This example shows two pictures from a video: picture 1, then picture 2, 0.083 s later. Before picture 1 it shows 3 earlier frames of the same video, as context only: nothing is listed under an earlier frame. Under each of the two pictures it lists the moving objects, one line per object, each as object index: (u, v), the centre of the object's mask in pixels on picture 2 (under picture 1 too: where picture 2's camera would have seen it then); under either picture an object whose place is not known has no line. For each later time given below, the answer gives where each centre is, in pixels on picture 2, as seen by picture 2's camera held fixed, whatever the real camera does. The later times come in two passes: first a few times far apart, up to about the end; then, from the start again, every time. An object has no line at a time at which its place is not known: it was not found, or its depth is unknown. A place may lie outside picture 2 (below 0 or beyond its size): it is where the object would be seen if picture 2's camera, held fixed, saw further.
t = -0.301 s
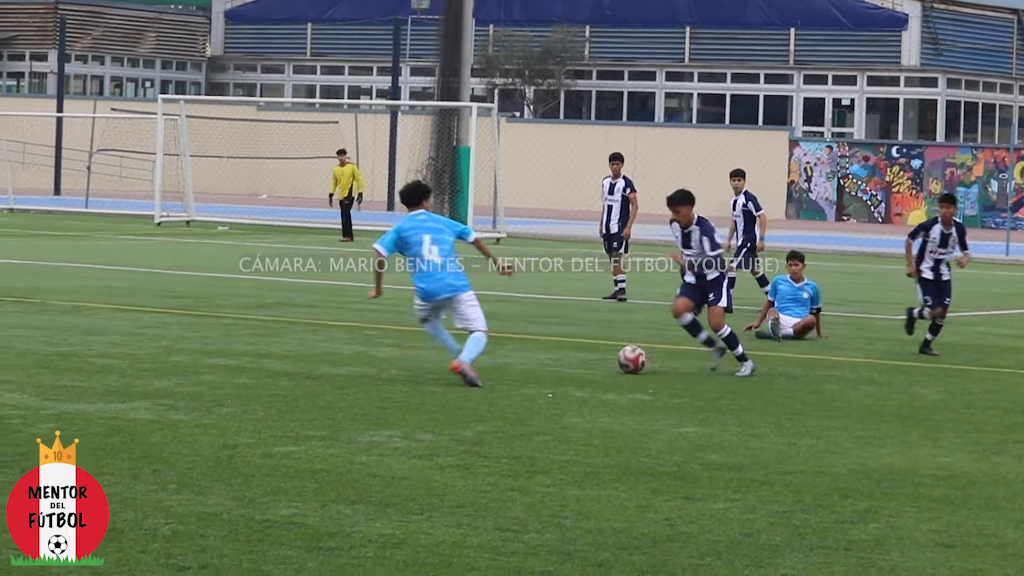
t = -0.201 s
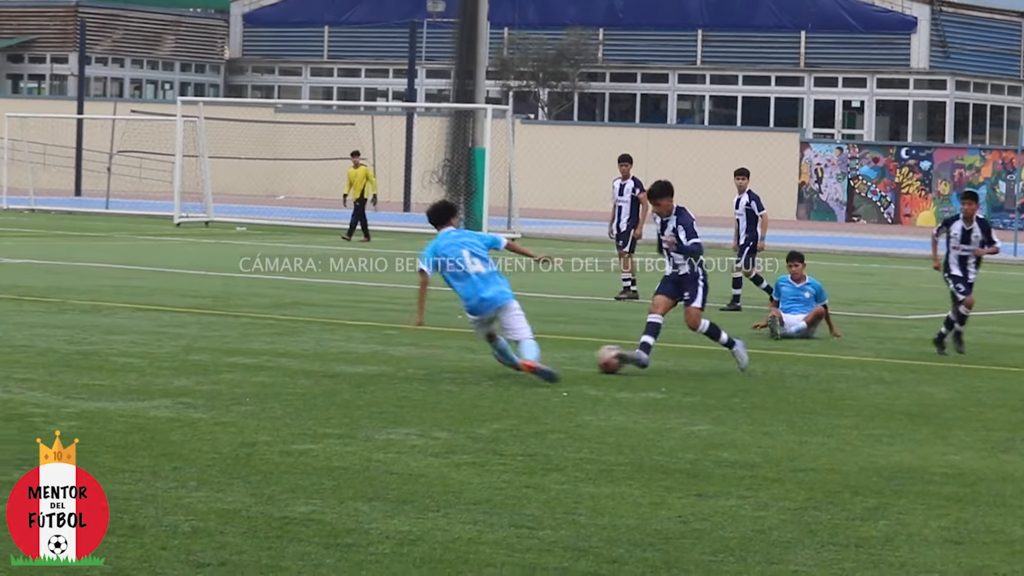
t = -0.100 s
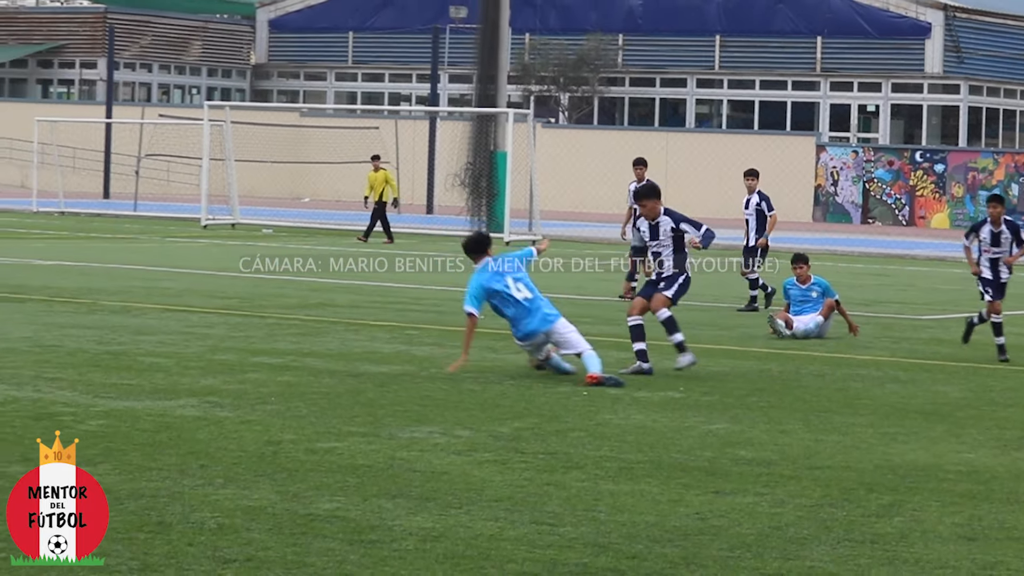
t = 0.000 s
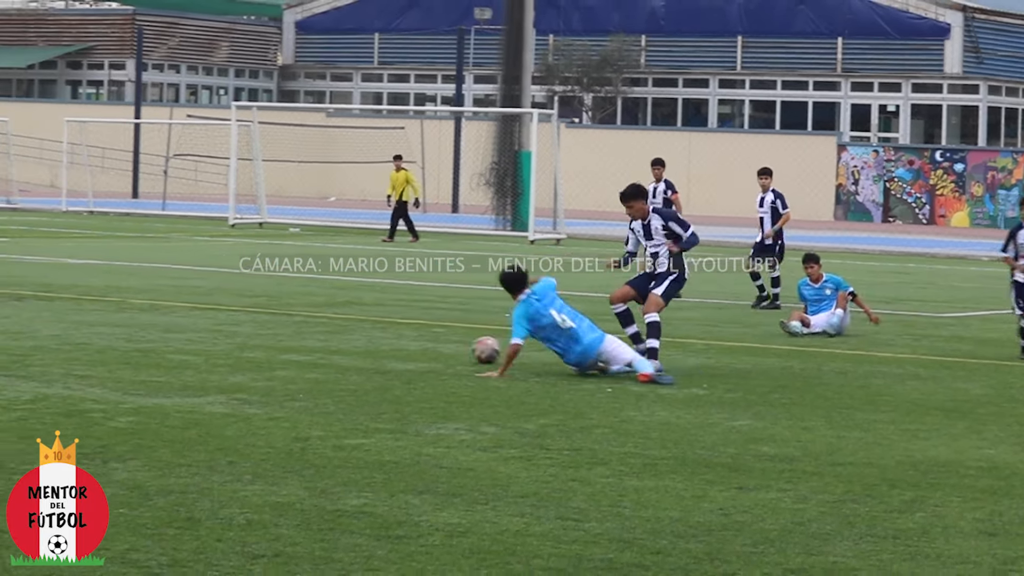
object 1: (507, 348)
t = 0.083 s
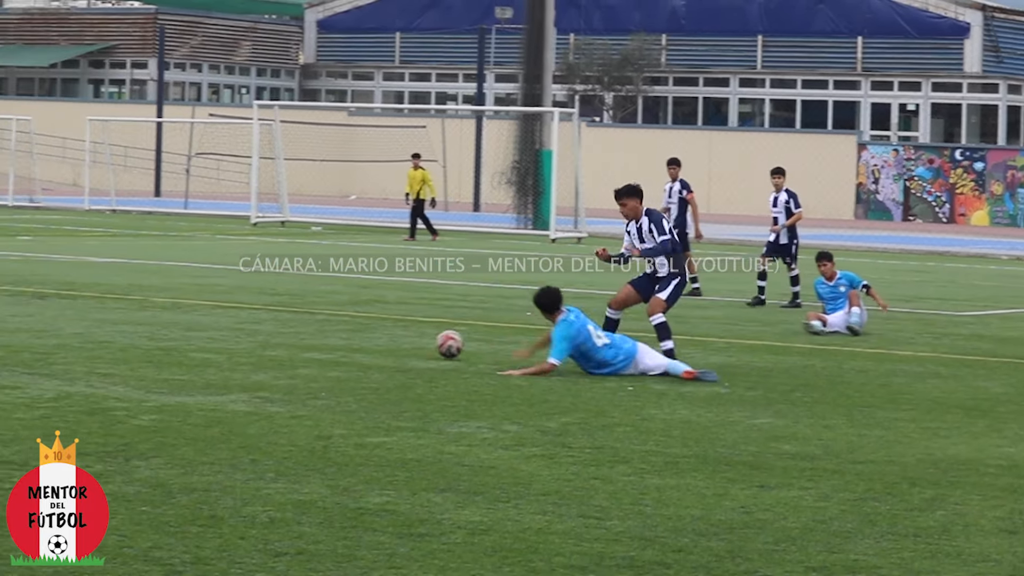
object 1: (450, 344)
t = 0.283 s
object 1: (317, 341)
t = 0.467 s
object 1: (199, 338)
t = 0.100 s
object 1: (438, 344)
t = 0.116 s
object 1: (426, 344)
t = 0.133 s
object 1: (415, 344)
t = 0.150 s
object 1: (404, 343)
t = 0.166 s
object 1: (393, 343)
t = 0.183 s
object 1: (383, 342)
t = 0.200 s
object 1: (371, 342)
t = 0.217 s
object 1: (361, 342)
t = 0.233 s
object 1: (350, 342)
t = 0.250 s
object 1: (339, 342)
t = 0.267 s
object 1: (328, 341)
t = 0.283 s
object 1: (317, 341)
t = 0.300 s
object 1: (306, 341)
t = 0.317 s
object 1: (296, 341)
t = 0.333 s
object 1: (285, 340)
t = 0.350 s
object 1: (275, 339)
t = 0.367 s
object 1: (264, 339)
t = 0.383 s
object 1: (253, 338)
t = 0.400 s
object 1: (243, 338)
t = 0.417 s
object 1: (231, 338)
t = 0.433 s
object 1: (221, 339)
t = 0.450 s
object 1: (210, 338)
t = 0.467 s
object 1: (199, 338)
